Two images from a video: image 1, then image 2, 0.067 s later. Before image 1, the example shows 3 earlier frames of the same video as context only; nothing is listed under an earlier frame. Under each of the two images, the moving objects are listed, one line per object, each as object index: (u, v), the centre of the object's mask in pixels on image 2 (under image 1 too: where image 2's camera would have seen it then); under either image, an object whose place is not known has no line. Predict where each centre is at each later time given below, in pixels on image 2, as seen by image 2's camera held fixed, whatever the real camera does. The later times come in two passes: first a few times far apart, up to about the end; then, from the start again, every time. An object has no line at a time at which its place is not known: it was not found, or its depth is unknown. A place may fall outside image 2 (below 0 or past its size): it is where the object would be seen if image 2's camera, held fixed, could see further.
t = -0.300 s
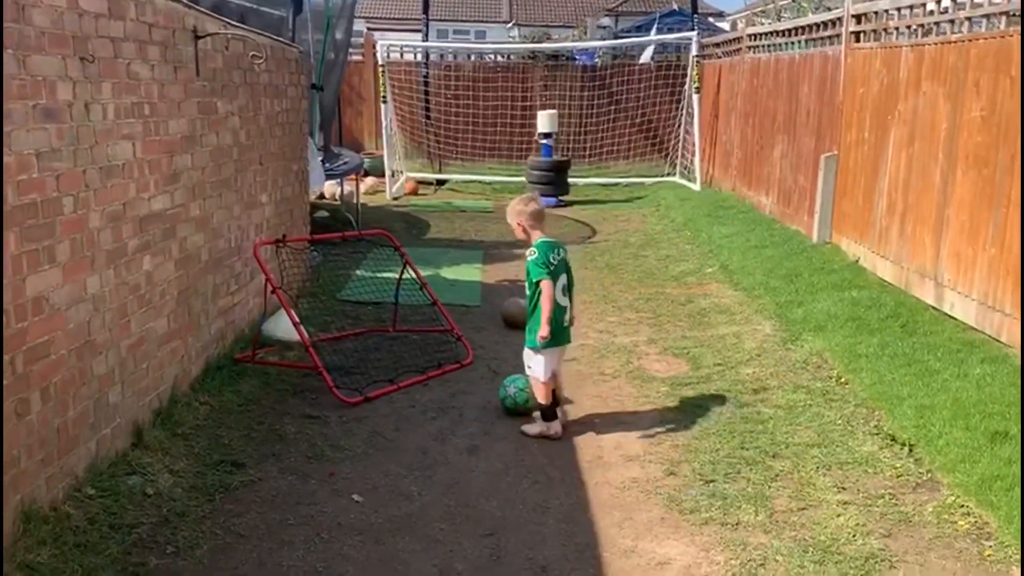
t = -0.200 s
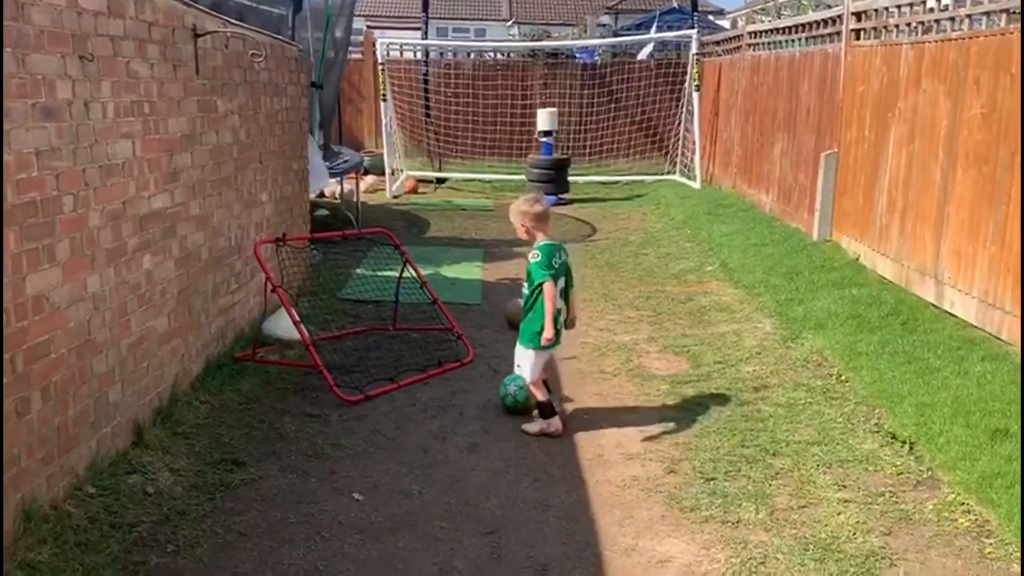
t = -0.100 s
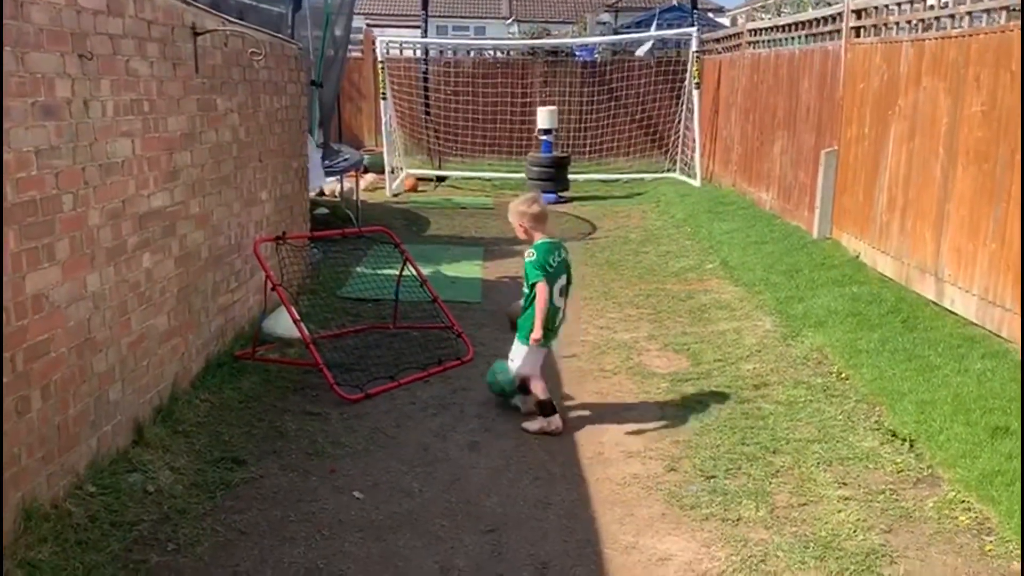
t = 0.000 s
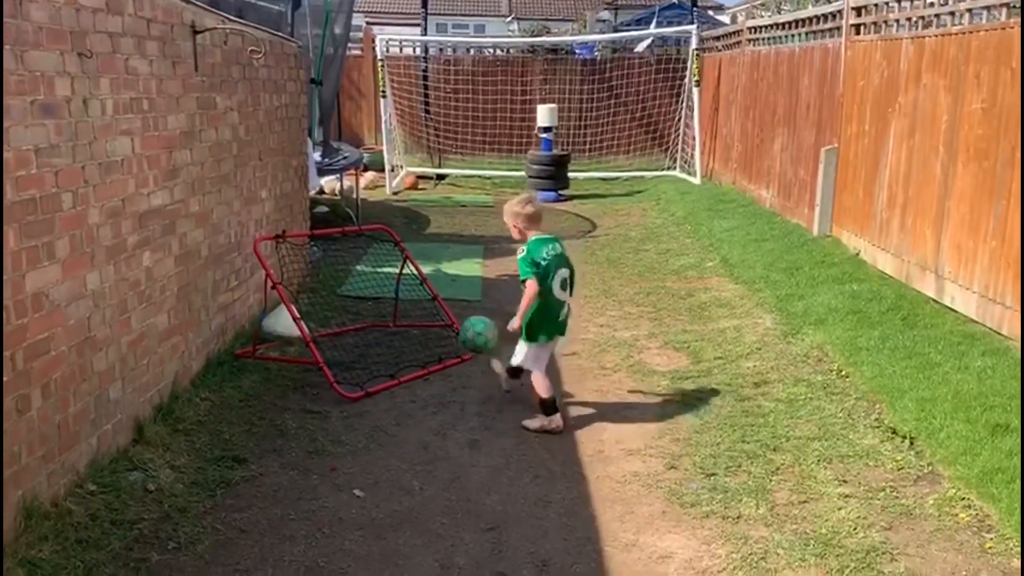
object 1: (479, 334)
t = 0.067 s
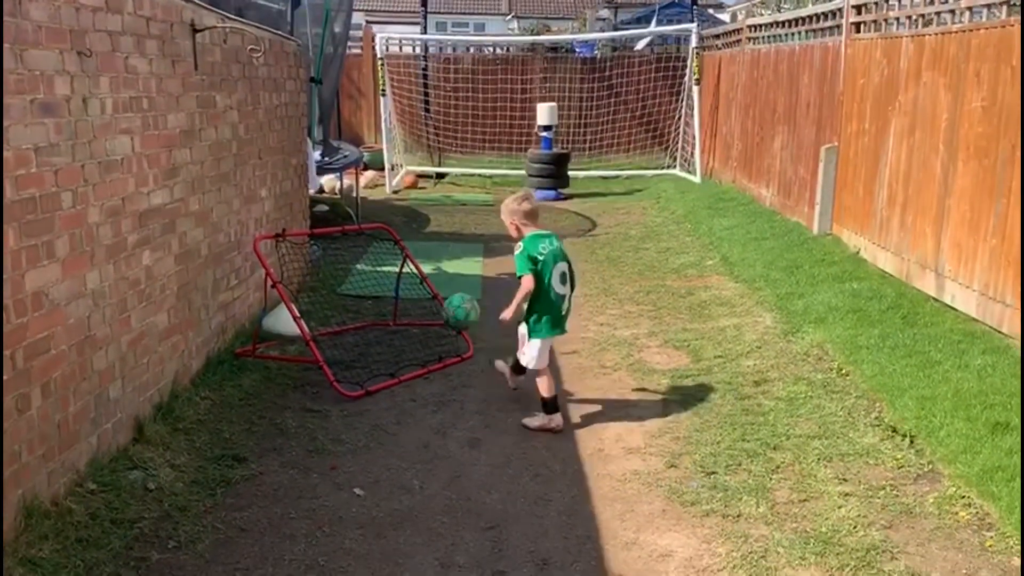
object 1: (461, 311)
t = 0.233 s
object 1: (420, 296)
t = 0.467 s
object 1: (398, 307)
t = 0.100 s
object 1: (452, 304)
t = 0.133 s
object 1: (444, 299)
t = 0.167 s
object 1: (436, 295)
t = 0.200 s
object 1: (428, 295)
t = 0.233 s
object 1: (420, 296)
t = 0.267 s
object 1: (413, 298)
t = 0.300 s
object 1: (404, 303)
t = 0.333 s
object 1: (397, 309)
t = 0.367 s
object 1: (389, 315)
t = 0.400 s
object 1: (389, 315)
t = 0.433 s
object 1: (393, 311)
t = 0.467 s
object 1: (398, 307)
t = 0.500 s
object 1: (404, 303)
